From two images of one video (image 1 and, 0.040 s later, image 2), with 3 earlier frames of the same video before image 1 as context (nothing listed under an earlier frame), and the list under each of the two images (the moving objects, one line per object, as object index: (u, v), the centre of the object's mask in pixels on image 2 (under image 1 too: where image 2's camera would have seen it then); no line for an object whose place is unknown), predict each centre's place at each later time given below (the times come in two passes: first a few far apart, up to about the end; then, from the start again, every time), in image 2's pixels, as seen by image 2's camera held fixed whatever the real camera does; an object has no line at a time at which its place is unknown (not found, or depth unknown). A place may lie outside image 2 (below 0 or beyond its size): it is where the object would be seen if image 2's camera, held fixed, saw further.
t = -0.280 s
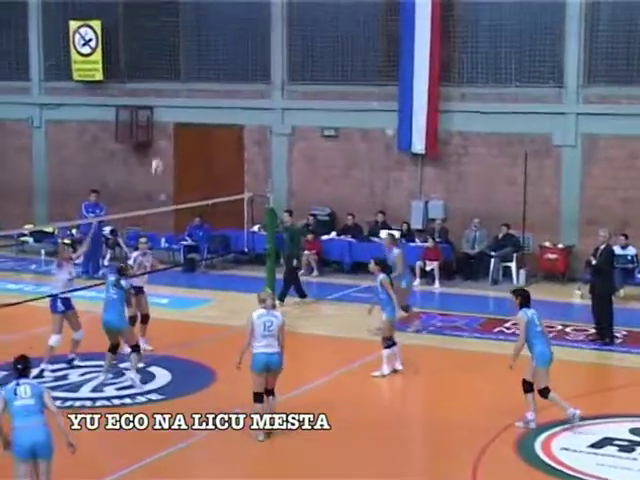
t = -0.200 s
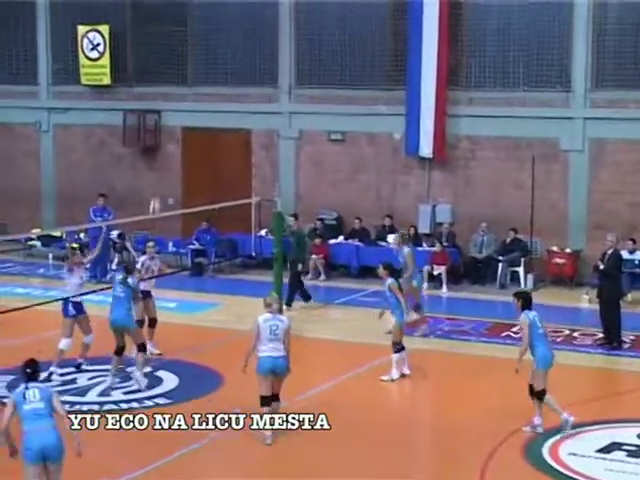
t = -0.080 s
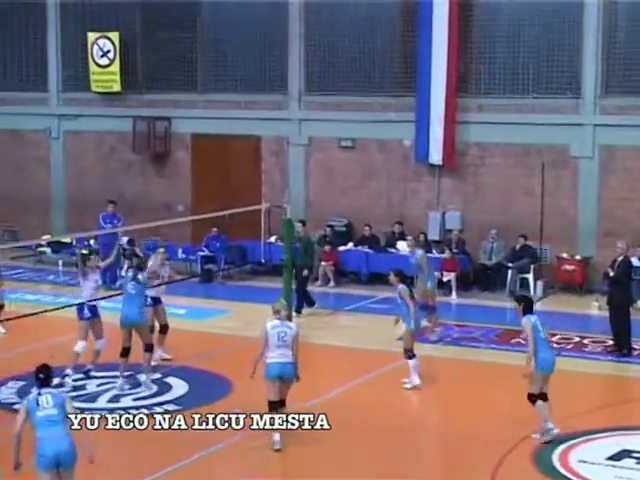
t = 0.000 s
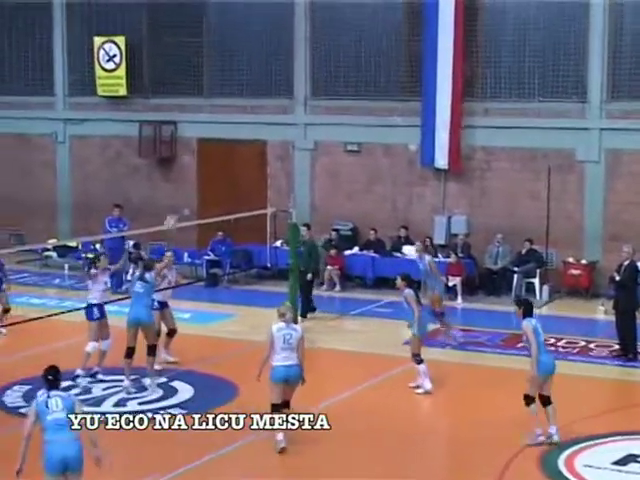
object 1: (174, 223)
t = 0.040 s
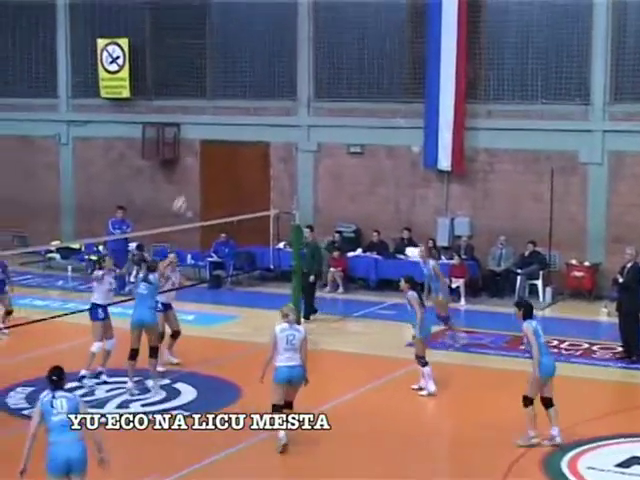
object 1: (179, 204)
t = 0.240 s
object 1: (205, 121)
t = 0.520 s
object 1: (241, 59)
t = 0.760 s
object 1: (268, 49)
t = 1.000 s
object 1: (293, 75)
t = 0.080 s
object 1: (184, 185)
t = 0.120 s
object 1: (190, 166)
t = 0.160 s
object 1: (196, 150)
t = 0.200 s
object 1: (201, 135)
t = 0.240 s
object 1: (205, 121)
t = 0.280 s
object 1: (211, 108)
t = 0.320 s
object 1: (216, 97)
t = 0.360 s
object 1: (220, 88)
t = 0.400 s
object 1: (225, 79)
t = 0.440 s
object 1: (230, 71)
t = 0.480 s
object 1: (235, 65)
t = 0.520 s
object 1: (241, 59)
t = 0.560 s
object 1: (244, 54)
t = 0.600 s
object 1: (249, 52)
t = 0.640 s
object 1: (254, 49)
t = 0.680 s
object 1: (259, 48)
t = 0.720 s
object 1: (263, 48)
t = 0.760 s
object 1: (268, 49)
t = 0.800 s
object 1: (272, 51)
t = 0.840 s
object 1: (276, 54)
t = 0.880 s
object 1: (281, 58)
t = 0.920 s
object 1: (285, 62)
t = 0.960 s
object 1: (289, 68)
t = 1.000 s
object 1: (293, 75)
